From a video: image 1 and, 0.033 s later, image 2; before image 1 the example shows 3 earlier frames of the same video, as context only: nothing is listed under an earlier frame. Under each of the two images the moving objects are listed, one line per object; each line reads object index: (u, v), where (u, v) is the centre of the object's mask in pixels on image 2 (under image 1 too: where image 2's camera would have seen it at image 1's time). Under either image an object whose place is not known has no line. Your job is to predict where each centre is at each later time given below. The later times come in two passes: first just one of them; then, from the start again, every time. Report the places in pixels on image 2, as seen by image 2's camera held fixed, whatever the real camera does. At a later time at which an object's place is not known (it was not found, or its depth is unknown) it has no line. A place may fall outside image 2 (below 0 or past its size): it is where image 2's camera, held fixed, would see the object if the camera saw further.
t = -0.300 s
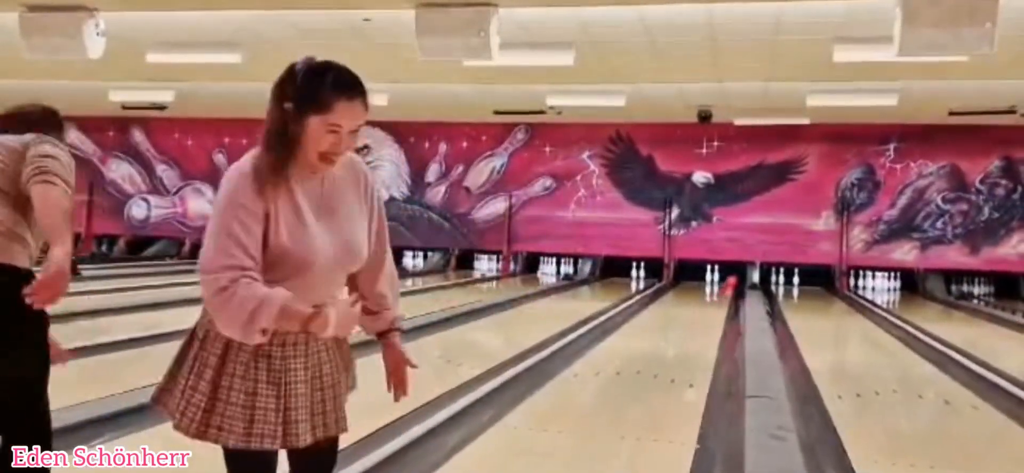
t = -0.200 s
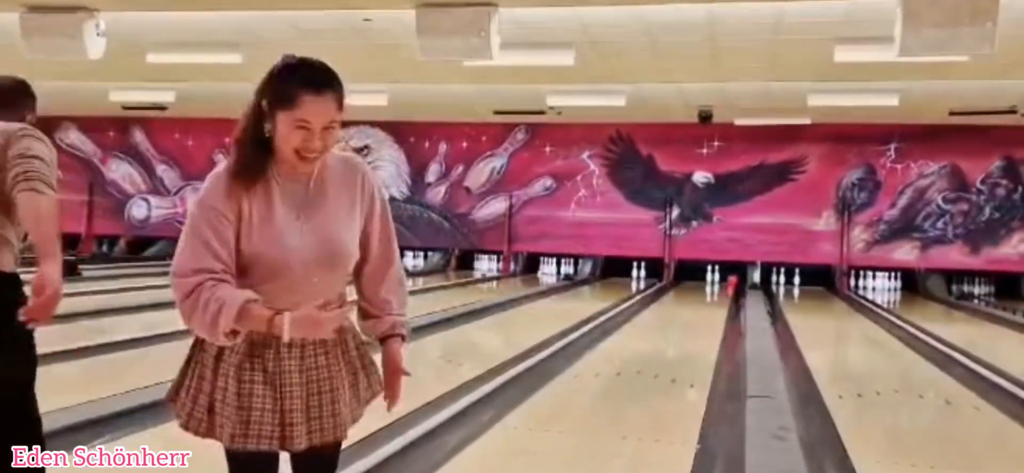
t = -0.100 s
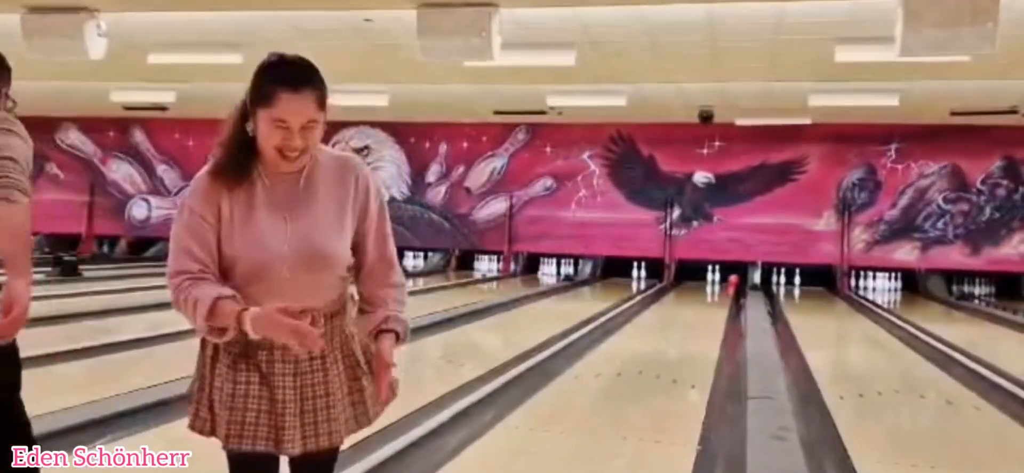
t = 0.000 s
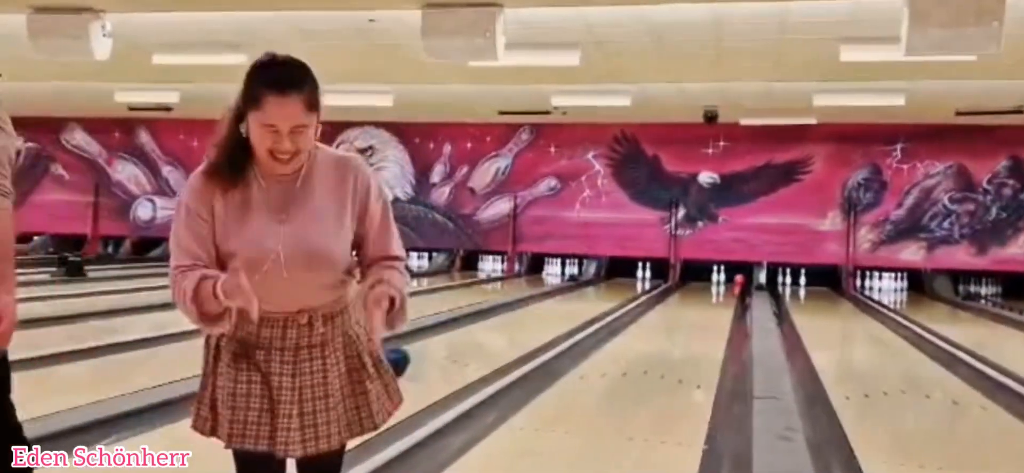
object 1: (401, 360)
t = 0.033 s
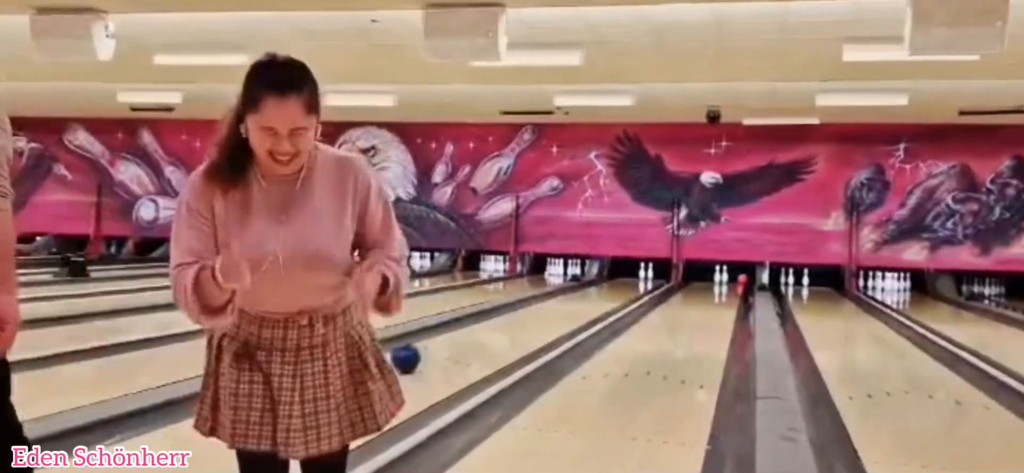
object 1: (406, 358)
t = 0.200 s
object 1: (441, 345)
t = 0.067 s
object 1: (414, 355)
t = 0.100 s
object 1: (422, 352)
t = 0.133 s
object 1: (428, 350)
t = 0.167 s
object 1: (435, 347)
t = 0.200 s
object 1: (441, 345)
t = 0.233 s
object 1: (447, 342)
